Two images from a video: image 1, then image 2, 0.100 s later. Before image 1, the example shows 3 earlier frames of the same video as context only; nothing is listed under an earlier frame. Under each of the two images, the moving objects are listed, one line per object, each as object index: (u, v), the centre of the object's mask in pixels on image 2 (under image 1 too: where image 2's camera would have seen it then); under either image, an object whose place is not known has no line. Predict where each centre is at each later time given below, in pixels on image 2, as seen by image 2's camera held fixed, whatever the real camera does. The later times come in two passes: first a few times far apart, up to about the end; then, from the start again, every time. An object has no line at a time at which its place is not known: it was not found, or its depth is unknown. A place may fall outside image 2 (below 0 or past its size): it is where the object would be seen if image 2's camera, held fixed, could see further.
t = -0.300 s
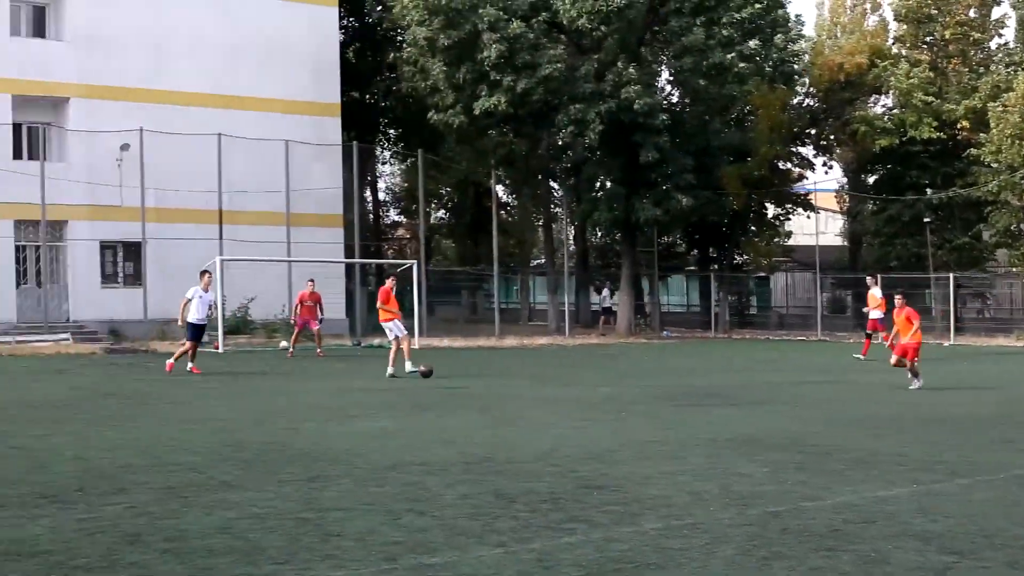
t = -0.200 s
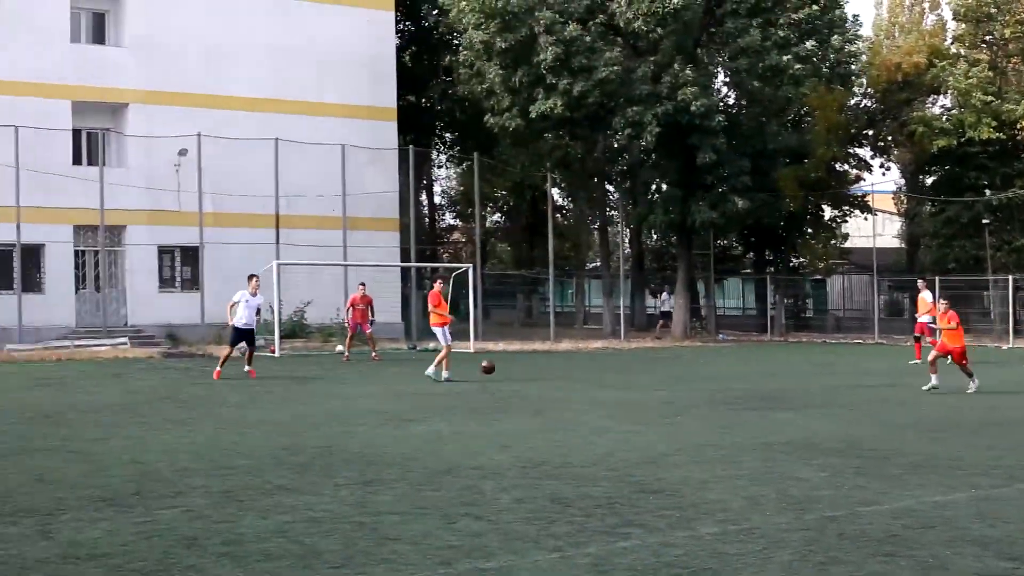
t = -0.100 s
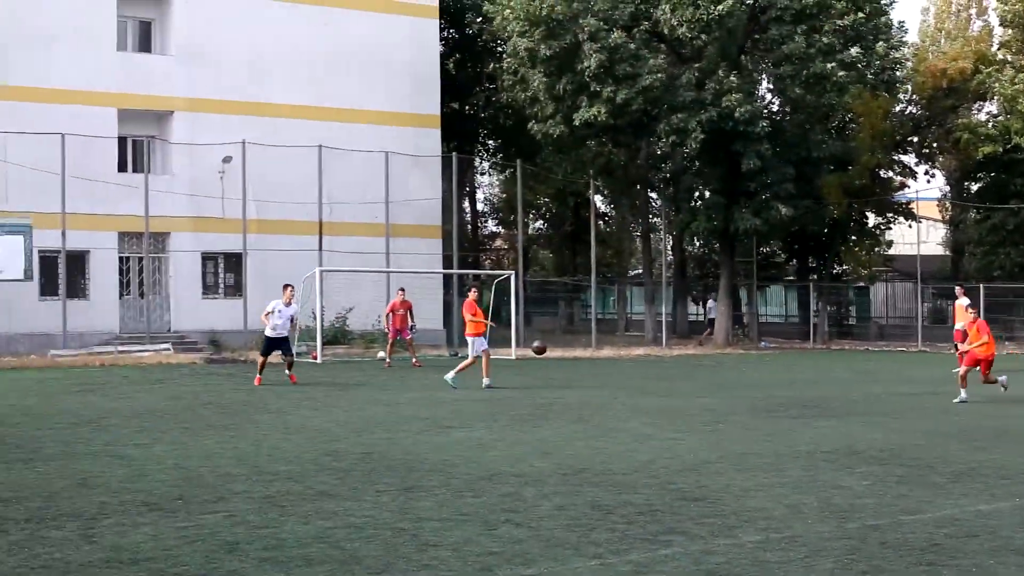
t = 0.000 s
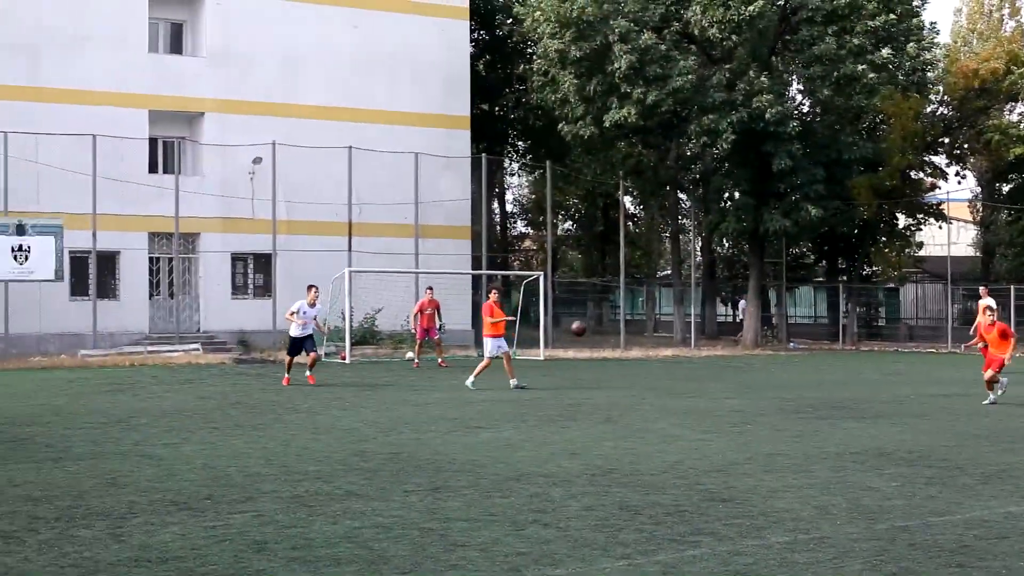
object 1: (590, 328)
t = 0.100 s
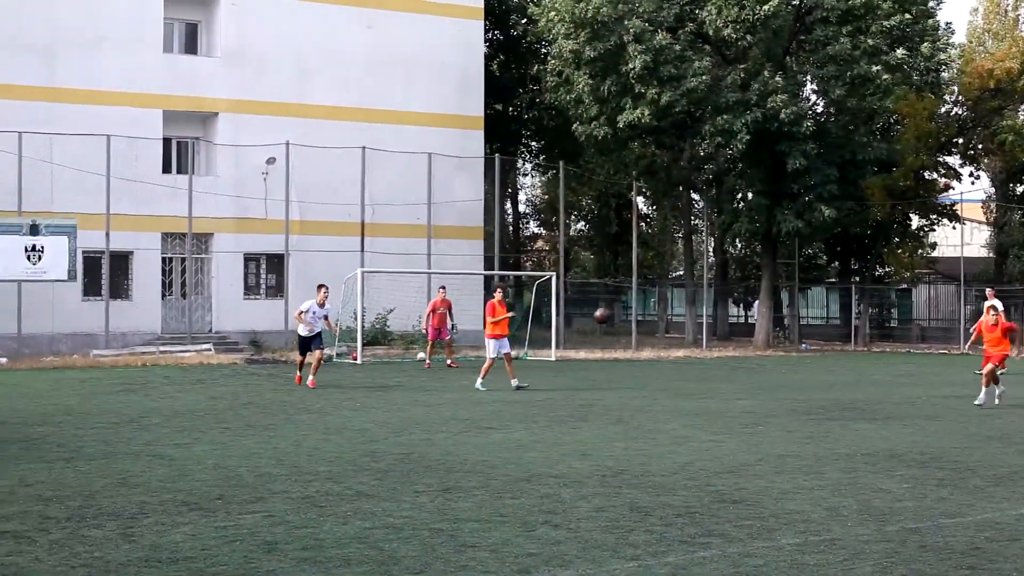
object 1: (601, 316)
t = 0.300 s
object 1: (627, 312)
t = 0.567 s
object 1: (666, 362)
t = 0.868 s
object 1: (712, 399)
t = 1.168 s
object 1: (766, 377)
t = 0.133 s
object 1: (606, 313)
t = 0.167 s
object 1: (611, 311)
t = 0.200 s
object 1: (614, 310)
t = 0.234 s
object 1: (618, 310)
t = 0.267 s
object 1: (623, 311)
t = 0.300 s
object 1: (627, 312)
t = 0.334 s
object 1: (632, 315)
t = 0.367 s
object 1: (636, 318)
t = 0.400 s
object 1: (640, 323)
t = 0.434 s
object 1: (645, 328)
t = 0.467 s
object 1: (650, 335)
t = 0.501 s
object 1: (655, 343)
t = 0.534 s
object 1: (660, 352)
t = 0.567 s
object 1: (666, 362)
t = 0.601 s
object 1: (670, 374)
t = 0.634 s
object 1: (675, 386)
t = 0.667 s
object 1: (681, 400)
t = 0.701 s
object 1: (686, 415)
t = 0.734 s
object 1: (691, 431)
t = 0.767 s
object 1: (696, 425)
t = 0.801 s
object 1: (701, 416)
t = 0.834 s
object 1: (706, 407)
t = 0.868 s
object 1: (712, 399)
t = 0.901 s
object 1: (718, 393)
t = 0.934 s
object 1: (723, 387)
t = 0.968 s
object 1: (729, 382)
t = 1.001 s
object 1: (735, 378)
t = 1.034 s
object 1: (741, 376)
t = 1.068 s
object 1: (747, 374)
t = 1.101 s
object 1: (753, 374)
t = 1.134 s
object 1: (760, 375)
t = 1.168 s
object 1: (766, 377)
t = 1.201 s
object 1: (772, 381)
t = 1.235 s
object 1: (779, 386)
